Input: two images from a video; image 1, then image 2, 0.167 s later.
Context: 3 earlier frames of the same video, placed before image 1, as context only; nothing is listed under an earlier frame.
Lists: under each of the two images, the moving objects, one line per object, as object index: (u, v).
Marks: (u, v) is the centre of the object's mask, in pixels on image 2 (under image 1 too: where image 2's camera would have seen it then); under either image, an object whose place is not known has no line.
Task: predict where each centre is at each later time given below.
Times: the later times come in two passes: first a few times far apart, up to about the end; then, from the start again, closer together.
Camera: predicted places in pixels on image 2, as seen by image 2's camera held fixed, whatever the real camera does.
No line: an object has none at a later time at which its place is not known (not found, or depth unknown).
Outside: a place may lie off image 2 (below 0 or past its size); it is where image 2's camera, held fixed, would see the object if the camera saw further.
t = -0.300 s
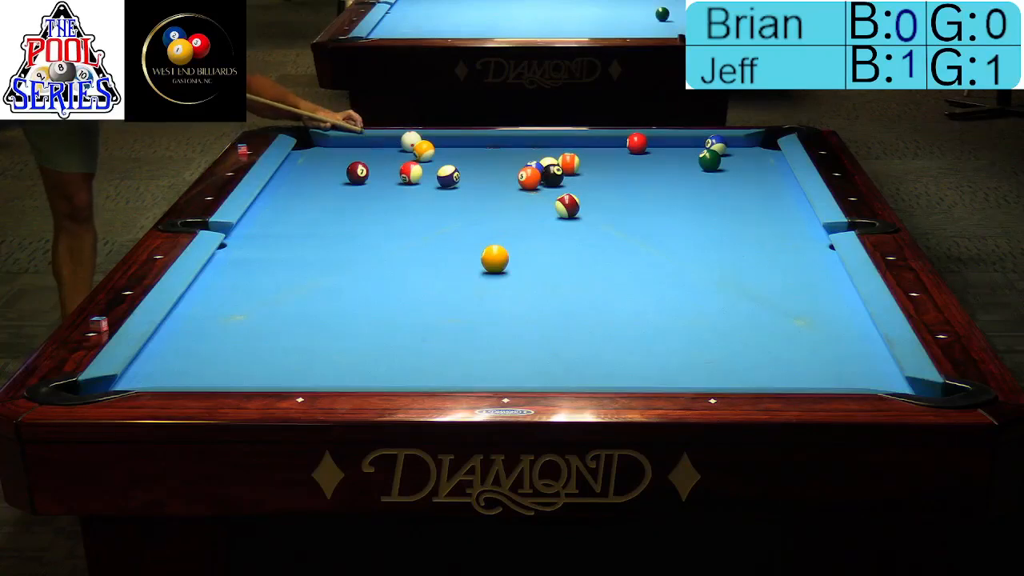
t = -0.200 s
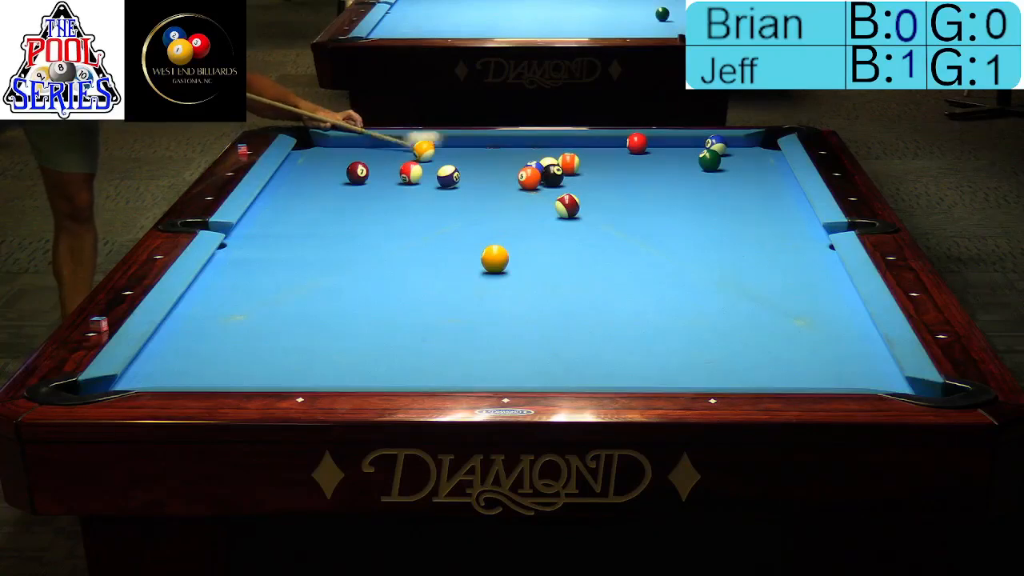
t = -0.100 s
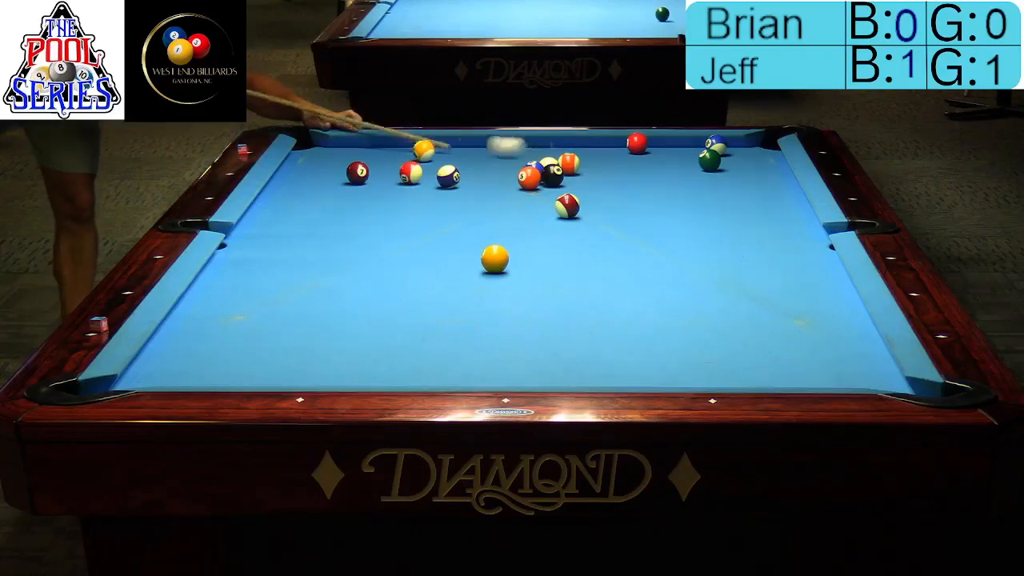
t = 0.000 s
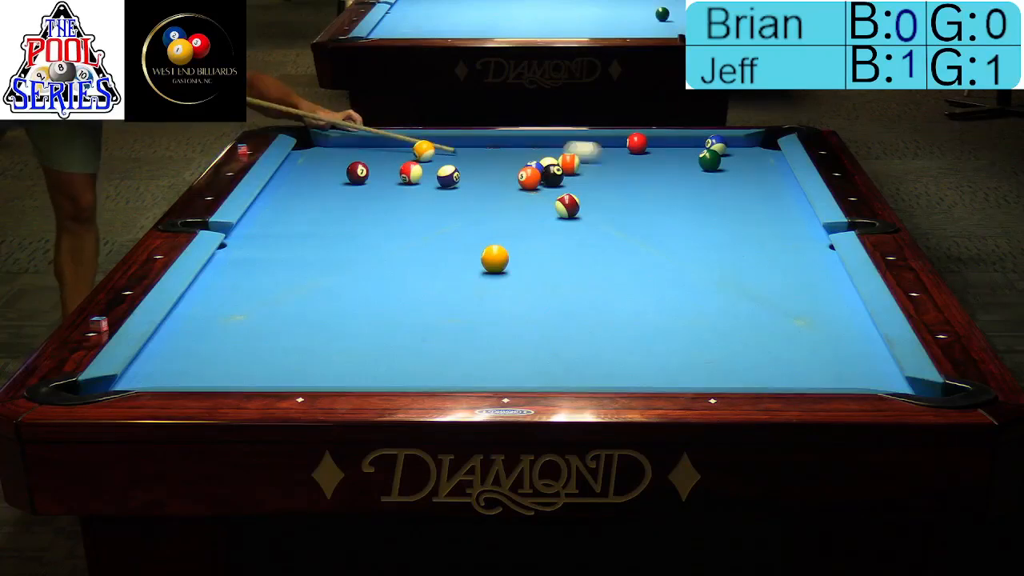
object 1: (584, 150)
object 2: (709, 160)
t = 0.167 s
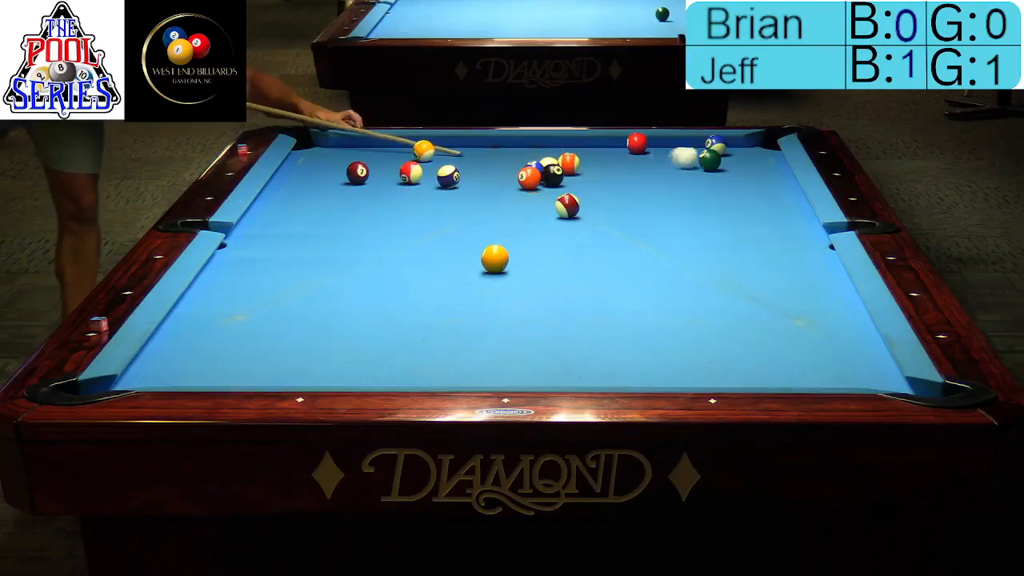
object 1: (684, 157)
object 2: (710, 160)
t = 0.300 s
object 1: (702, 157)
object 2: (759, 165)
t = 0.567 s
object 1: (735, 154)
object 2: (742, 170)
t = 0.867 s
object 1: (769, 153)
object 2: (690, 176)
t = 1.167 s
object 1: (751, 151)
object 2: (640, 181)
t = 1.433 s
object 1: (735, 149)
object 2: (597, 186)
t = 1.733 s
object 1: (722, 149)
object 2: (549, 191)
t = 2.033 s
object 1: (715, 147)
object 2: (505, 196)
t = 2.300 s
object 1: (713, 147)
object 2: (468, 200)
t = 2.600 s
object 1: (712, 147)
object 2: (428, 204)
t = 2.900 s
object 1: (712, 147)
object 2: (390, 208)
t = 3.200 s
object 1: (712, 147)
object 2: (355, 212)
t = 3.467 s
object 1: (712, 147)
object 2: (326, 215)
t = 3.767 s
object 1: (712, 147)
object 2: (297, 218)
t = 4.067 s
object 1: (712, 147)
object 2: (271, 221)
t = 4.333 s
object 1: (712, 147)
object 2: (250, 224)
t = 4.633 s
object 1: (712, 147)
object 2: (257, 225)
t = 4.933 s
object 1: (712, 147)
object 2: (264, 226)
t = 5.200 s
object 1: (712, 147)
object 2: (268, 227)
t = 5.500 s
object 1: (712, 147)
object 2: (269, 226)
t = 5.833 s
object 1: (712, 147)
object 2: (269, 227)
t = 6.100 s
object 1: (712, 147)
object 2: (269, 226)
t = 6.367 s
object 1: (712, 147)
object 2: (269, 226)
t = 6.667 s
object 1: (712, 147)
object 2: (269, 227)
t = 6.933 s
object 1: (712, 147)
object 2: (269, 227)
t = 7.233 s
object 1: (712, 147)
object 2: (269, 227)
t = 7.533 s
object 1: (712, 147)
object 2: (269, 227)
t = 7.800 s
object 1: (712, 147)
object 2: (269, 227)
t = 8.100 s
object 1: (712, 147)
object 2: (269, 226)
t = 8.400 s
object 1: (712, 147)
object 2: (269, 226)
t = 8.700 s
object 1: (712, 147)
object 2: (269, 227)
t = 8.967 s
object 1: (712, 147)
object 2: (269, 226)
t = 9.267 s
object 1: (712, 147)
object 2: (269, 226)
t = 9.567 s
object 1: (712, 147)
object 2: (269, 226)
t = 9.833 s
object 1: (712, 147)
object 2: (269, 227)
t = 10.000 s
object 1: (712, 147)
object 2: (269, 227)
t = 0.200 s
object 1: (691, 158)
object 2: (721, 162)
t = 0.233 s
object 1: (694, 157)
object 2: (735, 163)
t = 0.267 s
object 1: (698, 157)
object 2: (746, 163)
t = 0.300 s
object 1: (702, 157)
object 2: (759, 165)
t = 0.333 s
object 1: (706, 157)
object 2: (770, 166)
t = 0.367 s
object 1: (711, 156)
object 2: (778, 167)
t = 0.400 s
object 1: (715, 156)
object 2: (772, 167)
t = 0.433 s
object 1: (719, 155)
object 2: (766, 168)
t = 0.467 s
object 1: (723, 156)
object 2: (761, 169)
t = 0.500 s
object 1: (727, 155)
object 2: (754, 169)
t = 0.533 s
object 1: (731, 155)
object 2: (748, 170)
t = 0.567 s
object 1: (735, 154)
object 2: (742, 170)
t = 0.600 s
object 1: (739, 153)
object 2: (736, 171)
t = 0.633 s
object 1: (743, 154)
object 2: (730, 172)
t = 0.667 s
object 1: (746, 154)
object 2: (724, 172)
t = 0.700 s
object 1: (750, 154)
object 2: (718, 173)
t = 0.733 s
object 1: (755, 154)
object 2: (713, 174)
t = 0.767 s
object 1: (758, 153)
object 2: (707, 174)
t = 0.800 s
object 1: (762, 153)
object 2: (701, 175)
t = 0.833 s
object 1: (766, 153)
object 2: (695, 175)
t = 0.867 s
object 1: (769, 153)
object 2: (690, 176)
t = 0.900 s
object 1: (770, 153)
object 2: (684, 177)
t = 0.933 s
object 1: (768, 152)
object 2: (679, 177)
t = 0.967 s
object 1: (765, 152)
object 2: (672, 177)
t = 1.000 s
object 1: (763, 152)
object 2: (667, 178)
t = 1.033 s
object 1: (760, 152)
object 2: (662, 179)
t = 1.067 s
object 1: (758, 151)
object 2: (656, 180)
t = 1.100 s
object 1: (756, 152)
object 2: (651, 180)
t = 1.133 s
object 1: (753, 151)
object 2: (645, 181)
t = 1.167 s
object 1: (751, 151)
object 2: (640, 181)
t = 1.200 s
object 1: (749, 150)
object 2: (634, 181)
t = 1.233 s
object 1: (747, 150)
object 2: (629, 182)
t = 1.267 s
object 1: (744, 150)
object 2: (623, 183)
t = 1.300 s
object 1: (742, 150)
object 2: (618, 183)
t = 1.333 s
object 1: (740, 150)
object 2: (612, 184)
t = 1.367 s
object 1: (739, 150)
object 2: (607, 185)
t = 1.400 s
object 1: (737, 149)
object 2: (602, 185)
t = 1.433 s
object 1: (735, 149)
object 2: (597, 186)
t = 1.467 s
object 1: (733, 149)
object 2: (591, 186)
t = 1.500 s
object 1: (731, 149)
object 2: (586, 187)
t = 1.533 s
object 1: (730, 149)
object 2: (581, 187)
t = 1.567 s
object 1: (728, 149)
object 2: (576, 187)
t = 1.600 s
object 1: (726, 148)
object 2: (572, 187)
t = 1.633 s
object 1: (725, 148)
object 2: (566, 187)
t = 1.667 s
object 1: (724, 148)
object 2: (560, 187)
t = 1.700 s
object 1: (723, 148)
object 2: (554, 189)
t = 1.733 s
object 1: (722, 149)
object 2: (549, 191)
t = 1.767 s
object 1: (721, 148)
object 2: (545, 192)
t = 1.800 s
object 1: (720, 148)
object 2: (539, 193)
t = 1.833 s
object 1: (719, 148)
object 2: (536, 193)
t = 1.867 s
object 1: (718, 148)
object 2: (530, 193)
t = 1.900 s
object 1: (717, 148)
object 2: (525, 194)
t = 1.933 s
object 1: (717, 148)
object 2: (520, 194)
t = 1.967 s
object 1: (717, 148)
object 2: (516, 195)
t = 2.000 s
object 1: (716, 147)
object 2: (510, 195)
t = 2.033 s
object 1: (715, 147)
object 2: (505, 196)
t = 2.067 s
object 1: (715, 147)
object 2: (501, 196)
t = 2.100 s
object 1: (714, 147)
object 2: (496, 196)
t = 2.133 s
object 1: (714, 147)
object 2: (491, 197)
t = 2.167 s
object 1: (714, 147)
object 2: (486, 198)
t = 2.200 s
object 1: (713, 147)
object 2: (482, 198)
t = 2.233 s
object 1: (713, 147)
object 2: (477, 199)
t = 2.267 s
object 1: (713, 147)
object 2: (472, 199)
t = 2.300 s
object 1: (713, 147)
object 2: (468, 200)
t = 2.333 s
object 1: (712, 147)
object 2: (463, 200)
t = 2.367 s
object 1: (712, 147)
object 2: (459, 200)
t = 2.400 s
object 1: (712, 147)
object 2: (454, 201)
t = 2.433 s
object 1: (712, 147)
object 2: (450, 202)
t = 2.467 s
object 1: (712, 147)
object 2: (446, 202)
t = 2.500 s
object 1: (712, 147)
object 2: (441, 202)
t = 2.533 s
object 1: (712, 147)
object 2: (437, 203)
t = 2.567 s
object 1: (712, 147)
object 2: (432, 204)
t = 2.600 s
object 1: (712, 147)
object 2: (428, 204)
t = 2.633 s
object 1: (712, 147)
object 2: (423, 204)
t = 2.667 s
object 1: (712, 147)
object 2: (419, 205)
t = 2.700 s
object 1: (712, 147)
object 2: (415, 206)
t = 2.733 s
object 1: (712, 147)
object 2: (411, 206)
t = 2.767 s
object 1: (712, 147)
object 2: (406, 206)
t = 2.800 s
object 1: (712, 147)
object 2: (402, 207)
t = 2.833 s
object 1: (712, 147)
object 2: (398, 207)
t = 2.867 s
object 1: (712, 147)
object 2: (394, 207)
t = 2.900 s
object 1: (712, 147)
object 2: (390, 208)
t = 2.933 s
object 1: (712, 147)
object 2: (386, 208)
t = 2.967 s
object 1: (712, 147)
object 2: (382, 209)
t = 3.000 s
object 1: (712, 147)
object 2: (378, 209)
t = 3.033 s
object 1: (712, 147)
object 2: (375, 210)
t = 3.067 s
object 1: (712, 147)
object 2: (371, 210)
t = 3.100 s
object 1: (712, 147)
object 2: (367, 211)
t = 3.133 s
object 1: (712, 147)
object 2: (363, 211)
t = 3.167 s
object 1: (712, 147)
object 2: (359, 211)
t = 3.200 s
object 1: (712, 147)
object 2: (355, 212)
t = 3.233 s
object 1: (712, 147)
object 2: (352, 212)
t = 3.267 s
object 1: (712, 147)
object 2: (348, 213)
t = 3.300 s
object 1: (712, 147)
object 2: (344, 213)
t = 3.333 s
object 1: (712, 147)
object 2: (341, 214)
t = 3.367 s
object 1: (712, 147)
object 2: (337, 214)
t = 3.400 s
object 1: (712, 147)
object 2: (333, 214)
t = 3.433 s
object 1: (712, 147)
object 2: (330, 215)
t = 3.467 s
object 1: (712, 147)
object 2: (326, 215)
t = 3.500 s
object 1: (712, 147)
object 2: (323, 216)
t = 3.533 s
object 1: (712, 147)
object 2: (320, 216)
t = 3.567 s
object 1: (712, 147)
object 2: (317, 216)
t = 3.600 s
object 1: (712, 147)
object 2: (313, 217)
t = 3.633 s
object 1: (712, 147)
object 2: (310, 217)
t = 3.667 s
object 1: (712, 147)
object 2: (306, 217)
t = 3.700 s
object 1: (712, 147)
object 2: (303, 218)
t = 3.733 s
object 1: (712, 147)
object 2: (300, 218)
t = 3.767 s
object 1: (712, 147)
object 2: (297, 218)
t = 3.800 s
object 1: (712, 147)
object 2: (294, 218)
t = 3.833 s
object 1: (712, 147)
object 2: (291, 219)
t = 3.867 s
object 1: (712, 147)
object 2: (288, 219)
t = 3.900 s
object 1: (712, 147)
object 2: (285, 219)
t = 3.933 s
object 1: (712, 147)
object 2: (282, 220)
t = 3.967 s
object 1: (712, 147)
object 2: (279, 220)
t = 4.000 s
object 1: (712, 147)
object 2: (276, 221)
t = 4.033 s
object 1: (712, 147)
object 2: (273, 221)
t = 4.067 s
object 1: (712, 147)
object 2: (271, 221)
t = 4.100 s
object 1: (712, 147)
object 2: (268, 222)
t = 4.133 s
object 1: (712, 147)
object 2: (265, 222)
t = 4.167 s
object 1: (712, 147)
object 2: (262, 222)
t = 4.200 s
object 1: (712, 147)
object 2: (260, 222)
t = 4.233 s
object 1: (712, 147)
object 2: (257, 223)
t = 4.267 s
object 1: (712, 147)
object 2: (255, 223)
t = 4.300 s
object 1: (712, 147)
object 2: (252, 223)
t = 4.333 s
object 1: (712, 147)
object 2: (250, 224)
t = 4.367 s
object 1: (712, 147)
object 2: (249, 224)
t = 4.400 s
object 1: (712, 147)
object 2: (250, 224)
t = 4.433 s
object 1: (712, 147)
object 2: (251, 224)
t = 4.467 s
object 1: (712, 147)
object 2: (252, 224)
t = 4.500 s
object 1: (712, 147)
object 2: (253, 224)
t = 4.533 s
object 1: (712, 147)
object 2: (254, 225)
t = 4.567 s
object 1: (712, 147)
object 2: (255, 225)
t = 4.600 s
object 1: (712, 147)
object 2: (256, 225)
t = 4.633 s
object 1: (712, 147)
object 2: (257, 225)
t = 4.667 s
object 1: (712, 147)
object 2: (258, 225)
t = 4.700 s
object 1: (712, 147)
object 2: (259, 225)
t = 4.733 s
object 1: (712, 147)
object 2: (260, 225)
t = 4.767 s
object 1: (712, 147)
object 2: (260, 225)
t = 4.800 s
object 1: (712, 147)
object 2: (261, 225)
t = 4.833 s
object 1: (712, 147)
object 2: (262, 226)
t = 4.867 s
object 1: (712, 147)
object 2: (263, 226)
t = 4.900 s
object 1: (712, 147)
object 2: (263, 226)
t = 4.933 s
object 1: (712, 147)
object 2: (264, 226)
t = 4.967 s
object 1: (712, 147)
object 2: (264, 226)
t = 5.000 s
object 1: (712, 147)
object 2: (265, 226)
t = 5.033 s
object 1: (712, 147)
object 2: (265, 226)
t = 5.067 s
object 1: (712, 147)
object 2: (266, 226)
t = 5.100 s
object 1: (712, 147)
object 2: (266, 226)
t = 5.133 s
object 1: (712, 147)
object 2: (267, 226)
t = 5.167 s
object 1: (712, 147)
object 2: (267, 227)
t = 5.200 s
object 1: (712, 147)
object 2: (268, 227)
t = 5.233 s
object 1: (712, 147)
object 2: (268, 227)
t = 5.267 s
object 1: (712, 147)
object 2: (268, 226)
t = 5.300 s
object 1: (712, 147)
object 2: (268, 227)
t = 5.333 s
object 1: (712, 147)
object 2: (269, 227)
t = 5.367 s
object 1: (712, 147)
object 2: (269, 227)
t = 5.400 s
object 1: (712, 147)
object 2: (269, 226)
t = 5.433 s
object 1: (712, 147)
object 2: (269, 226)
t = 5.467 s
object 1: (712, 147)
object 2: (269, 226)
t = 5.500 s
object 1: (712, 147)
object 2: (269, 226)
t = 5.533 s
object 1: (712, 147)
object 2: (269, 226)
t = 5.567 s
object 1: (712, 147)
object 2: (269, 226)
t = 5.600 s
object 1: (712, 147)
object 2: (269, 226)
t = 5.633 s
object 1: (712, 147)
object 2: (269, 226)
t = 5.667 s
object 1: (712, 147)
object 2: (269, 226)
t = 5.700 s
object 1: (712, 147)
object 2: (269, 226)
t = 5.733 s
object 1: (712, 147)
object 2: (269, 227)
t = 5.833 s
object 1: (712, 147)
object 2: (269, 227)
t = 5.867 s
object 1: (712, 147)
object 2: (269, 226)
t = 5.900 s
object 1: (712, 147)
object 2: (269, 226)
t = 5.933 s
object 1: (712, 147)
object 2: (269, 226)
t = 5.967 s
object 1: (712, 147)
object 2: (269, 226)
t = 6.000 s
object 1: (712, 147)
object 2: (269, 226)
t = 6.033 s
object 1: (712, 147)
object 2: (269, 226)
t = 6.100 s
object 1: (712, 147)
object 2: (269, 226)
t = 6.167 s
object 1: (712, 147)
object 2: (269, 226)
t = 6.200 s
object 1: (712, 147)
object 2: (269, 226)
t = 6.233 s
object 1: (712, 147)
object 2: (269, 226)
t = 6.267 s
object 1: (712, 147)
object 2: (269, 226)
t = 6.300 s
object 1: (712, 147)
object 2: (269, 226)
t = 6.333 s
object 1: (712, 147)
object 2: (269, 226)
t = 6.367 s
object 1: (712, 147)
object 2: (269, 226)
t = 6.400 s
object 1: (712, 147)
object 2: (269, 226)
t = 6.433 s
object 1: (712, 147)
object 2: (269, 226)
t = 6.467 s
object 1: (712, 147)
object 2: (269, 226)
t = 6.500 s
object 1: (712, 147)
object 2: (269, 226)
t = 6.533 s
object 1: (712, 147)
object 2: (269, 226)
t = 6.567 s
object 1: (712, 147)
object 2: (269, 227)
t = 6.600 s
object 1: (712, 147)
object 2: (269, 227)
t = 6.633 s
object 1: (712, 147)
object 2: (269, 227)
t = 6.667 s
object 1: (712, 147)
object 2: (269, 227)
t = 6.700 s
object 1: (712, 147)
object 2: (269, 227)
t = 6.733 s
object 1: (712, 147)
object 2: (269, 227)
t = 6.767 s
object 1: (712, 147)
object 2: (269, 227)
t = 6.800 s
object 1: (712, 147)
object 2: (269, 227)
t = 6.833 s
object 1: (712, 147)
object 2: (269, 227)
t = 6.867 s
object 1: (712, 147)
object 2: (269, 227)
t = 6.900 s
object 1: (712, 147)
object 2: (269, 227)
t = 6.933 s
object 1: (712, 147)
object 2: (269, 227)
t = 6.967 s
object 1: (712, 147)
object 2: (269, 227)
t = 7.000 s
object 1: (712, 147)
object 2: (269, 227)
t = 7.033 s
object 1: (712, 147)
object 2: (269, 227)
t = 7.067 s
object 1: (712, 147)
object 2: (269, 227)
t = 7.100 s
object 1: (712, 147)
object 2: (269, 227)
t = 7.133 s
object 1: (712, 147)
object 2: (269, 227)
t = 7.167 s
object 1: (712, 147)
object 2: (269, 227)
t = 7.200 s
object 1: (712, 147)
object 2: (269, 227)
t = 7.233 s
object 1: (712, 147)
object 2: (269, 227)
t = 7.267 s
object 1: (712, 147)
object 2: (269, 227)
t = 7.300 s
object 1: (712, 147)
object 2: (269, 227)
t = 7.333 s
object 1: (712, 147)
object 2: (269, 227)
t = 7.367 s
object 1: (712, 147)
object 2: (269, 227)
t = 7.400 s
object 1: (712, 147)
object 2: (269, 227)
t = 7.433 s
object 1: (712, 147)
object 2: (269, 227)
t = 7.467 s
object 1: (712, 147)
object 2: (269, 227)
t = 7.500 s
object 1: (712, 147)
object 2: (269, 227)
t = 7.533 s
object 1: (712, 147)
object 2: (269, 227)
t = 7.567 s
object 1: (712, 147)
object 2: (269, 227)
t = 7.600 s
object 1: (712, 147)
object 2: (269, 227)
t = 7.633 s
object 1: (712, 147)
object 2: (269, 227)
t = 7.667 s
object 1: (712, 147)
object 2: (269, 227)
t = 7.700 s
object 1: (712, 147)
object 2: (269, 227)
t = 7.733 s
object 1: (712, 147)
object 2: (269, 227)
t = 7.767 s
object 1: (712, 147)
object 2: (269, 227)
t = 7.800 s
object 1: (712, 147)
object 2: (269, 227)
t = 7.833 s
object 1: (712, 147)
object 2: (269, 227)
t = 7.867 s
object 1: (712, 147)
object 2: (269, 227)
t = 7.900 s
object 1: (712, 147)
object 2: (269, 227)
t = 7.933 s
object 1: (712, 147)
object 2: (269, 226)
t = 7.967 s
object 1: (712, 147)
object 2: (269, 227)
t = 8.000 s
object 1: (712, 147)
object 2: (269, 227)
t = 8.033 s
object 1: (713, 147)
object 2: (269, 227)
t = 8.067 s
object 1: (712, 147)
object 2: (269, 227)
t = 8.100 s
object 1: (712, 147)
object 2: (269, 226)
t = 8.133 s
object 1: (713, 147)
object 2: (269, 227)
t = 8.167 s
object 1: (712, 147)
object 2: (269, 227)
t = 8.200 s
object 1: (713, 147)
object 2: (269, 226)
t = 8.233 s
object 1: (712, 147)
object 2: (269, 227)
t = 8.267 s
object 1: (712, 147)
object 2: (269, 227)
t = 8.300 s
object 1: (713, 147)
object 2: (269, 226)
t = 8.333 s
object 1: (712, 147)
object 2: (269, 227)
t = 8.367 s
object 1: (713, 147)
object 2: (269, 226)
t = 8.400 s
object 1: (712, 147)
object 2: (269, 226)
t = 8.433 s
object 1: (713, 147)
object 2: (269, 226)
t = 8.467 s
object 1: (712, 147)
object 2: (269, 226)
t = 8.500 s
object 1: (712, 147)
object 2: (269, 226)
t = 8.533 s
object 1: (712, 147)
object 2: (269, 226)
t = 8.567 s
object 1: (713, 147)
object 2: (269, 226)
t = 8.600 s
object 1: (712, 147)
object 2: (269, 226)
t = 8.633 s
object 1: (713, 147)
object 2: (269, 227)
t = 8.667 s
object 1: (712, 147)
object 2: (269, 226)
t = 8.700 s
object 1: (712, 147)
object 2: (269, 227)
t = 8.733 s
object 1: (712, 147)
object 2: (269, 227)
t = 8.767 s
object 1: (713, 147)
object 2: (269, 227)
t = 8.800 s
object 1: (712, 147)
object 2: (269, 226)
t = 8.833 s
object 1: (712, 147)
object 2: (269, 226)
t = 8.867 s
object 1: (712, 147)
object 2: (269, 226)
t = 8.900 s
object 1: (712, 147)
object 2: (269, 226)
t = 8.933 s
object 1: (712, 147)
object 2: (269, 226)
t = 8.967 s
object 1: (712, 147)
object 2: (269, 226)
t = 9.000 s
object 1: (712, 147)
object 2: (269, 226)
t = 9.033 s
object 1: (712, 147)
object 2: (269, 226)
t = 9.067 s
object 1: (713, 147)
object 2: (269, 226)
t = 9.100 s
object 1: (712, 147)
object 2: (269, 226)
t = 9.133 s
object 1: (712, 147)
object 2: (269, 227)
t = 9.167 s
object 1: (712, 147)
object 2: (269, 227)
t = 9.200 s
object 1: (713, 147)
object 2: (269, 226)
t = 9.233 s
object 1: (713, 147)
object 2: (269, 226)
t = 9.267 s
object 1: (712, 147)
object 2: (269, 226)
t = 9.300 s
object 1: (713, 147)
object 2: (269, 226)
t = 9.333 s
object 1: (712, 147)
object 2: (269, 226)
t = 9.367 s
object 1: (712, 147)
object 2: (269, 227)
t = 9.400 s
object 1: (712, 147)
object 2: (269, 226)
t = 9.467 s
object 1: (712, 147)
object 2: (269, 226)
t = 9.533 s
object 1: (712, 147)
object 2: (269, 226)
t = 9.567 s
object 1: (712, 147)
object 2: (269, 226)
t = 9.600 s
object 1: (712, 147)
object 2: (269, 226)
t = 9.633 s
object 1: (712, 147)
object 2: (269, 226)
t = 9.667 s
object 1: (712, 147)
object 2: (269, 227)
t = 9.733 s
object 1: (712, 147)
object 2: (269, 227)
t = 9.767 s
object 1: (712, 147)
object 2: (269, 226)
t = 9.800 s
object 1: (712, 147)
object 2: (269, 227)
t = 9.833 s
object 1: (712, 147)
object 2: (269, 227)
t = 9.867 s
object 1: (712, 147)
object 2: (269, 227)
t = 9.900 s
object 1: (712, 147)
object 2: (269, 227)
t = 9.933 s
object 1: (712, 147)
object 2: (269, 227)
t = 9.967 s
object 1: (712, 147)
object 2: (269, 227)
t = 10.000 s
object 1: (712, 147)
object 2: (269, 227)
